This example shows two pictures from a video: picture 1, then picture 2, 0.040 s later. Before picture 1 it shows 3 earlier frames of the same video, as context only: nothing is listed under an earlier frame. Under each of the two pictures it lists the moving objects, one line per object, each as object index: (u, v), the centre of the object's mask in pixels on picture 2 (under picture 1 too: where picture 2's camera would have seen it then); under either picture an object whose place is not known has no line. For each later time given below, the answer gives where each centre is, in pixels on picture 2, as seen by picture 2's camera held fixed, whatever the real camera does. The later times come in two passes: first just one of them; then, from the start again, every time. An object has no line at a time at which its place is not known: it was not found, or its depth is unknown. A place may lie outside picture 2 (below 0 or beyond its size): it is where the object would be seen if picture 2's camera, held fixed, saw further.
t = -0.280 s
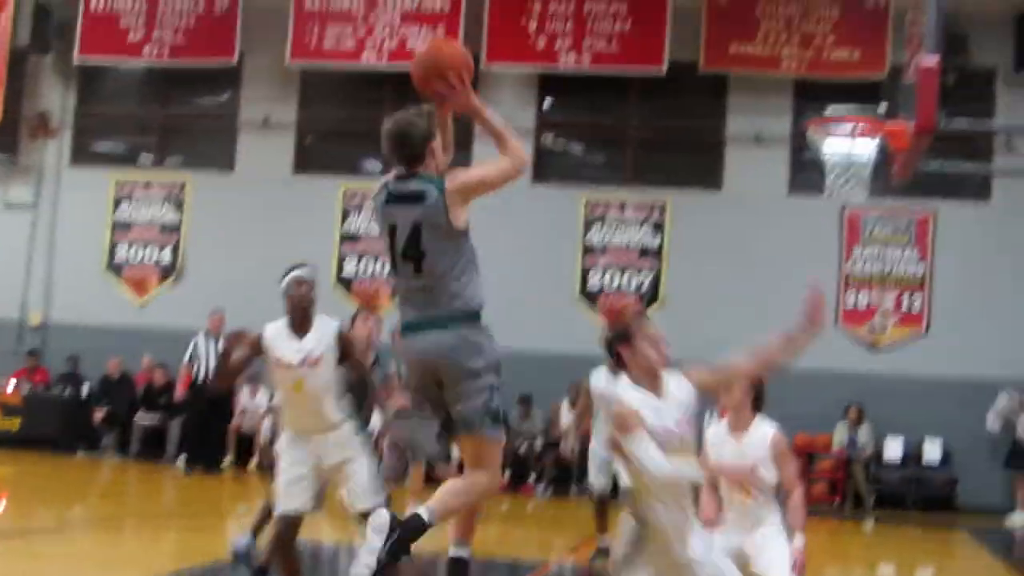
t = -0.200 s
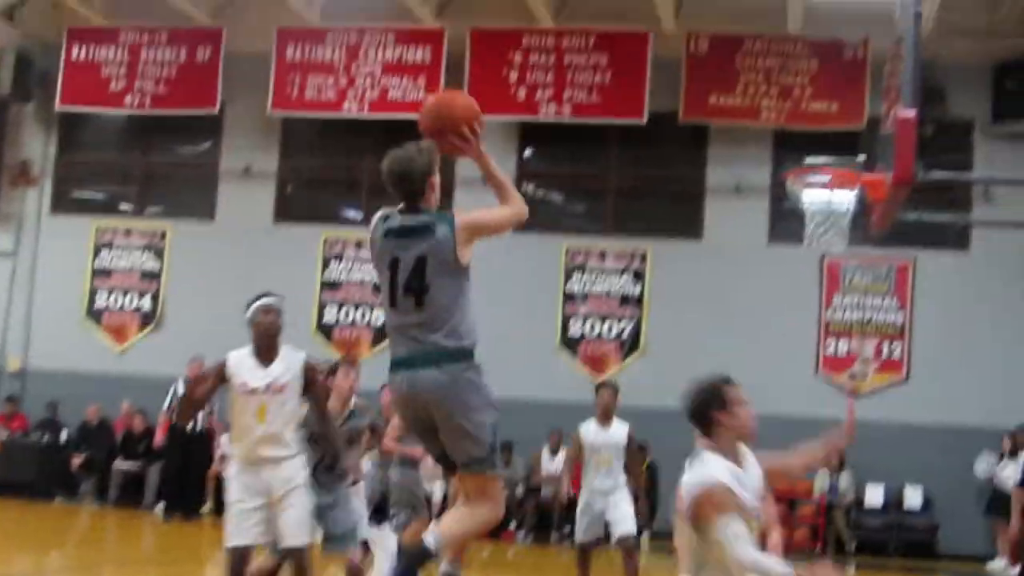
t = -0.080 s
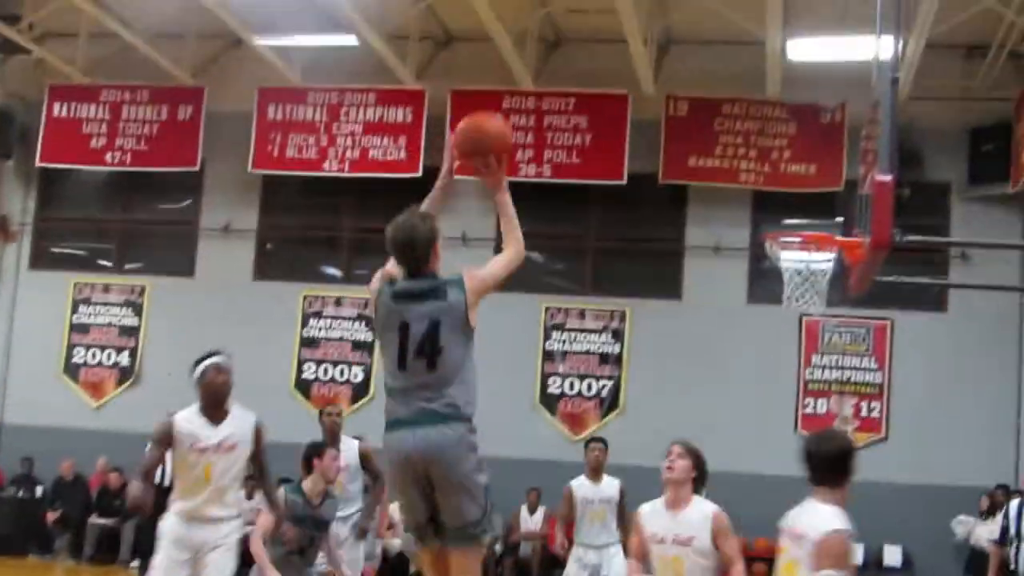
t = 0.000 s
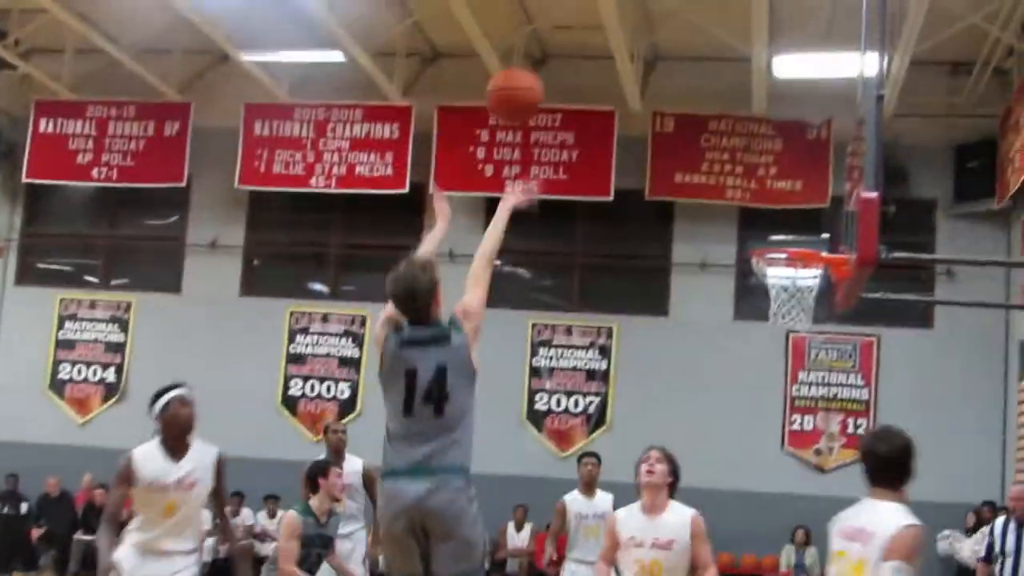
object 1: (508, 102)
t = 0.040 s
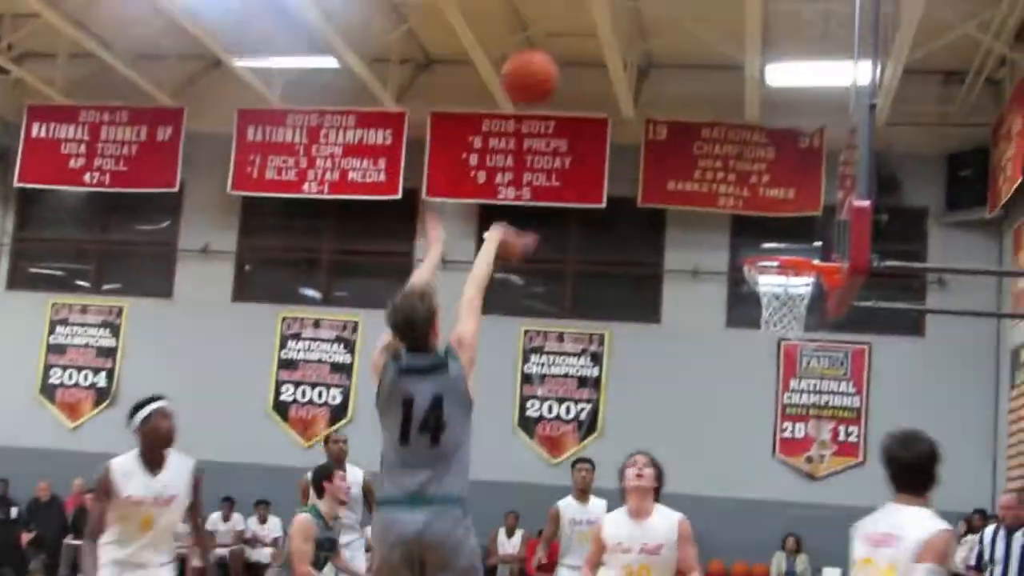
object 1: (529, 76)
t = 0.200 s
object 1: (603, 22)
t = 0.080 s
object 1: (550, 55)
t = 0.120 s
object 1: (568, 39)
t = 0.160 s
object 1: (587, 25)
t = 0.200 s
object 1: (603, 22)
